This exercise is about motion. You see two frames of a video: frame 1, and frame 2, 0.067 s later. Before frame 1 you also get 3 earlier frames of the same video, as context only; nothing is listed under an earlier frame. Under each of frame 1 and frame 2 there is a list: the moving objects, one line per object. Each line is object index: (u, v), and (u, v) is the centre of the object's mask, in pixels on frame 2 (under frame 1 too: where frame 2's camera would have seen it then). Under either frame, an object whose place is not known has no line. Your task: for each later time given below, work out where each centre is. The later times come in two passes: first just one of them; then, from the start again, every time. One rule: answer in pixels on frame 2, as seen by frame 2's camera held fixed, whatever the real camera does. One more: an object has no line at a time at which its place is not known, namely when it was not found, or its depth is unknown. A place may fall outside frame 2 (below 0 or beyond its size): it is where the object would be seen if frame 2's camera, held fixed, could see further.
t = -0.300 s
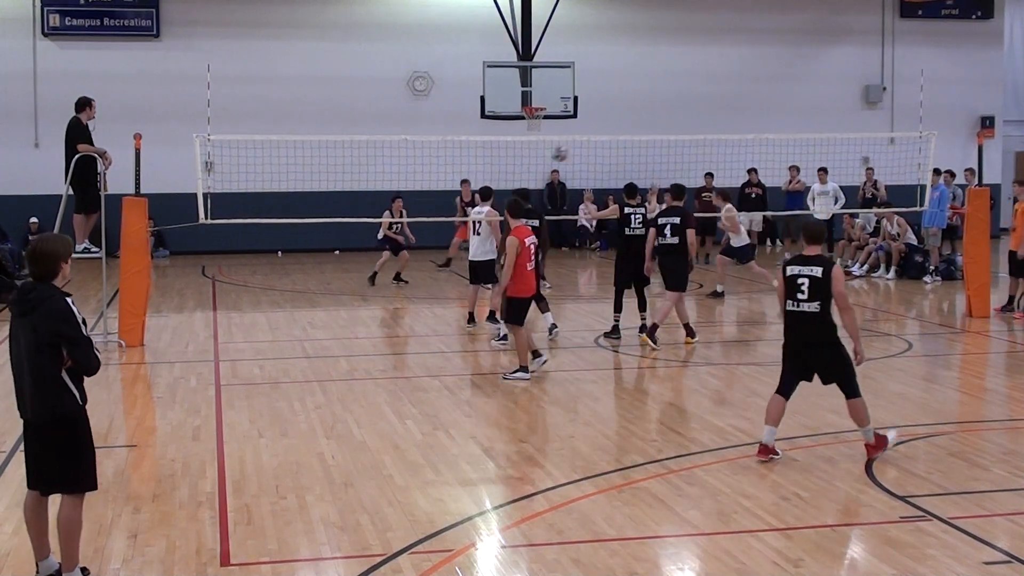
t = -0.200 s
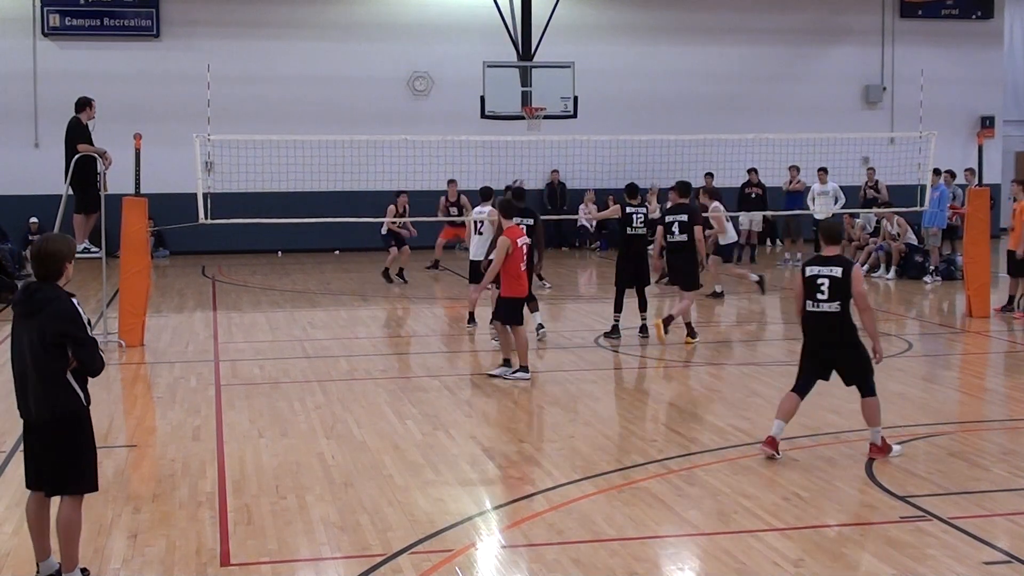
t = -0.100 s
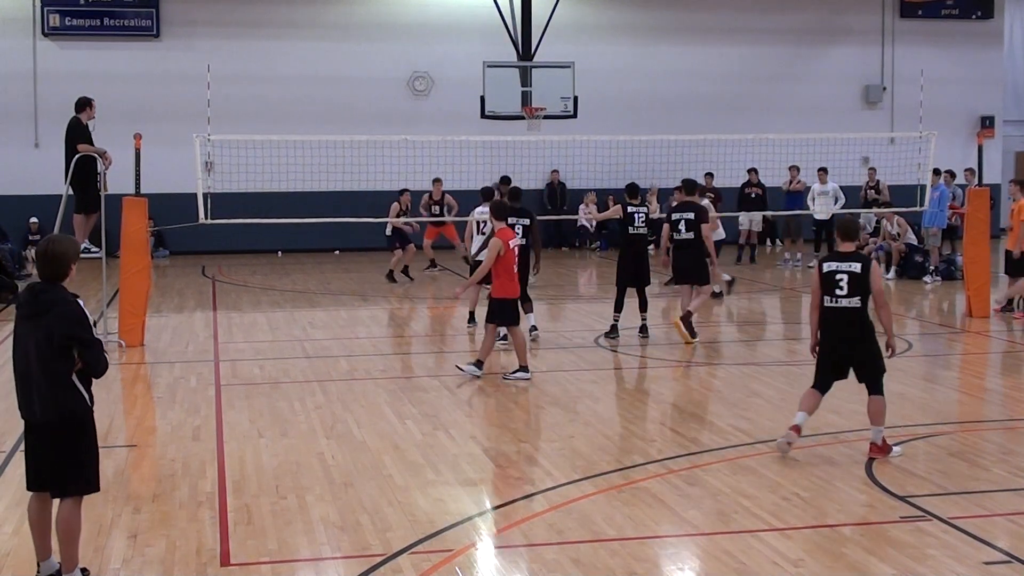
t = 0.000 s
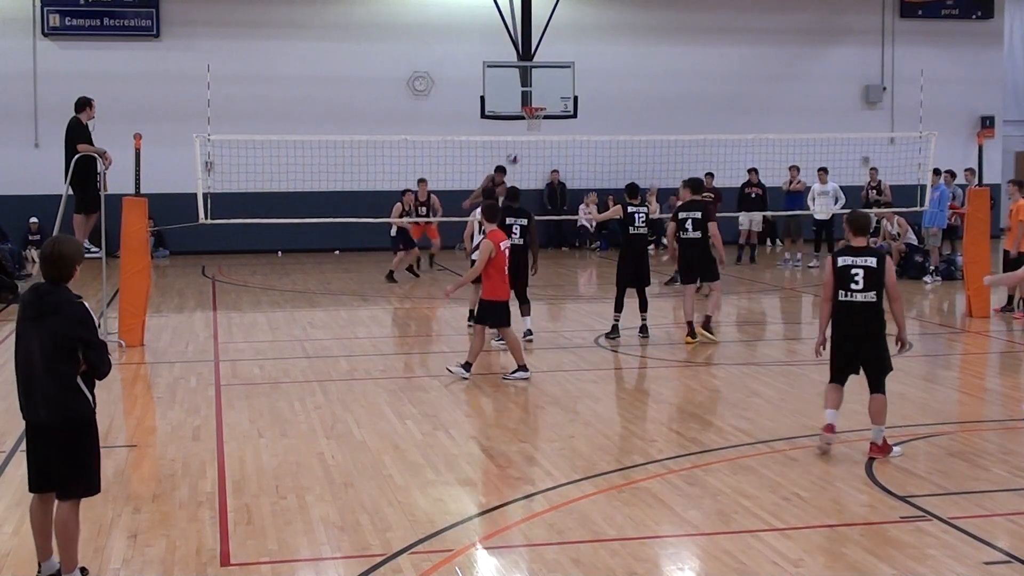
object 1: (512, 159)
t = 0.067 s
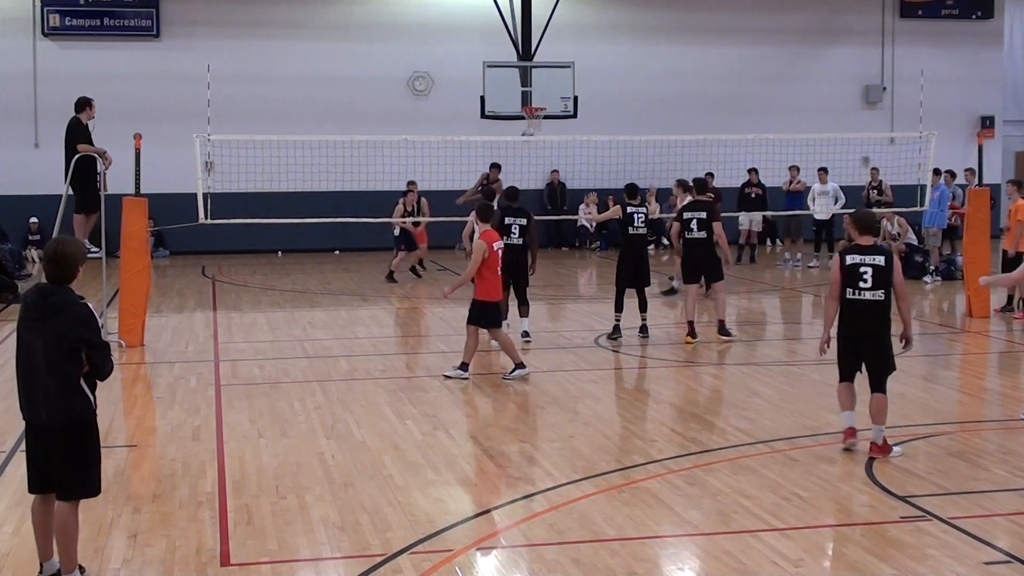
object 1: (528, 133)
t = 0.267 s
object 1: (568, 80)
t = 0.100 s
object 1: (534, 125)
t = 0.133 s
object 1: (539, 113)
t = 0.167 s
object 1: (548, 105)
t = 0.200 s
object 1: (554, 95)
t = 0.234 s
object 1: (562, 88)
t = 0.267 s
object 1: (568, 80)
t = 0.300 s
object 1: (576, 73)
